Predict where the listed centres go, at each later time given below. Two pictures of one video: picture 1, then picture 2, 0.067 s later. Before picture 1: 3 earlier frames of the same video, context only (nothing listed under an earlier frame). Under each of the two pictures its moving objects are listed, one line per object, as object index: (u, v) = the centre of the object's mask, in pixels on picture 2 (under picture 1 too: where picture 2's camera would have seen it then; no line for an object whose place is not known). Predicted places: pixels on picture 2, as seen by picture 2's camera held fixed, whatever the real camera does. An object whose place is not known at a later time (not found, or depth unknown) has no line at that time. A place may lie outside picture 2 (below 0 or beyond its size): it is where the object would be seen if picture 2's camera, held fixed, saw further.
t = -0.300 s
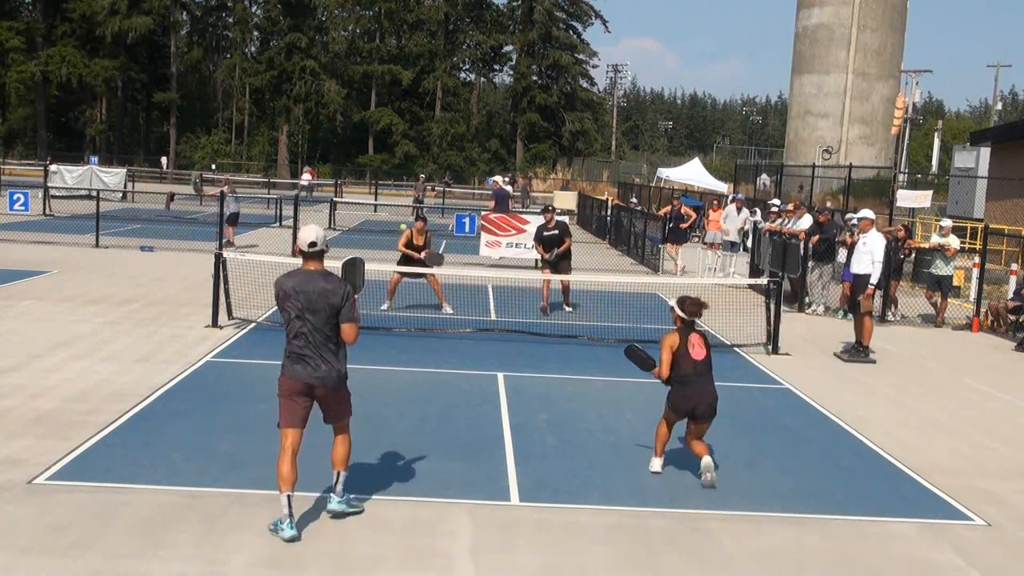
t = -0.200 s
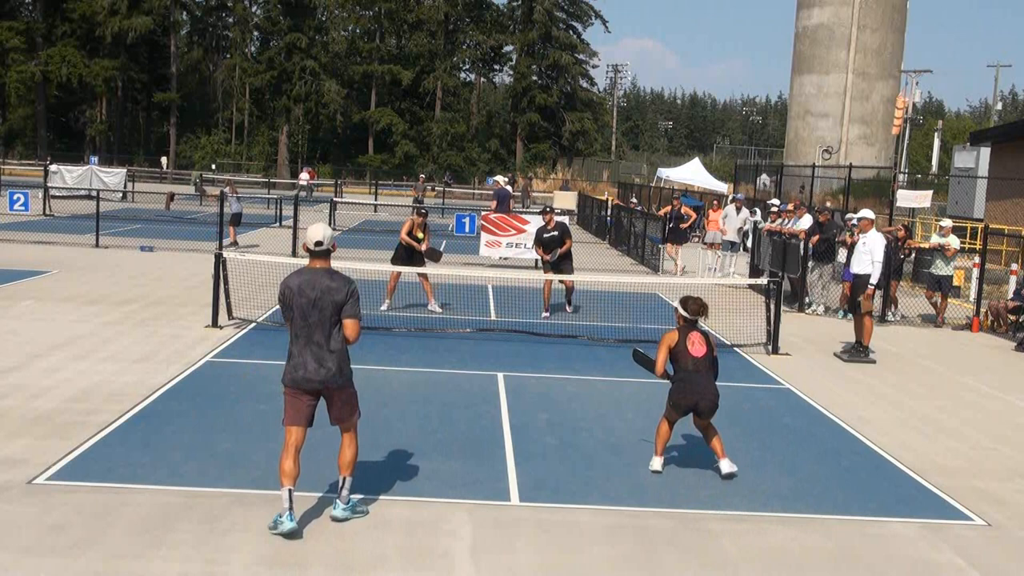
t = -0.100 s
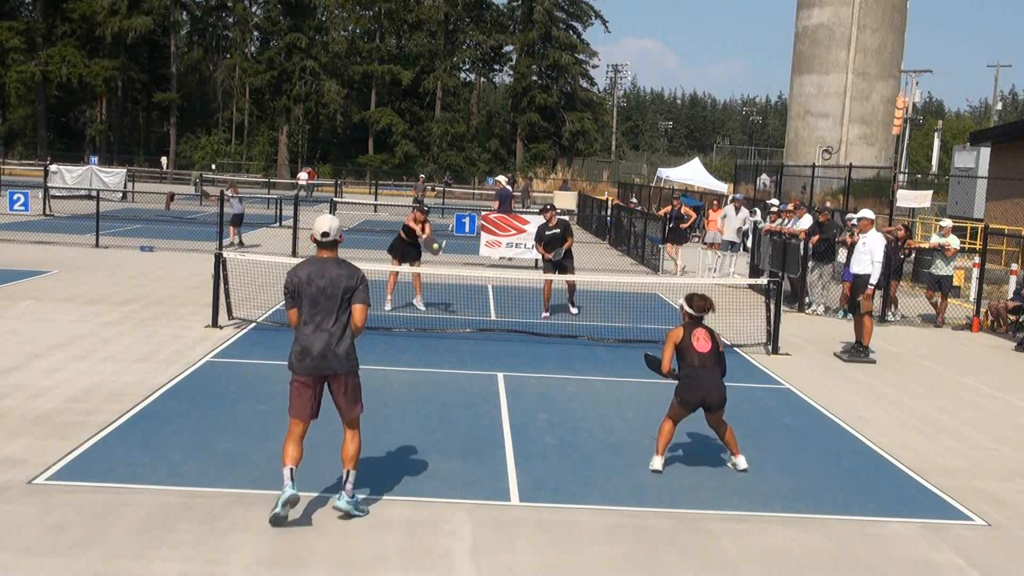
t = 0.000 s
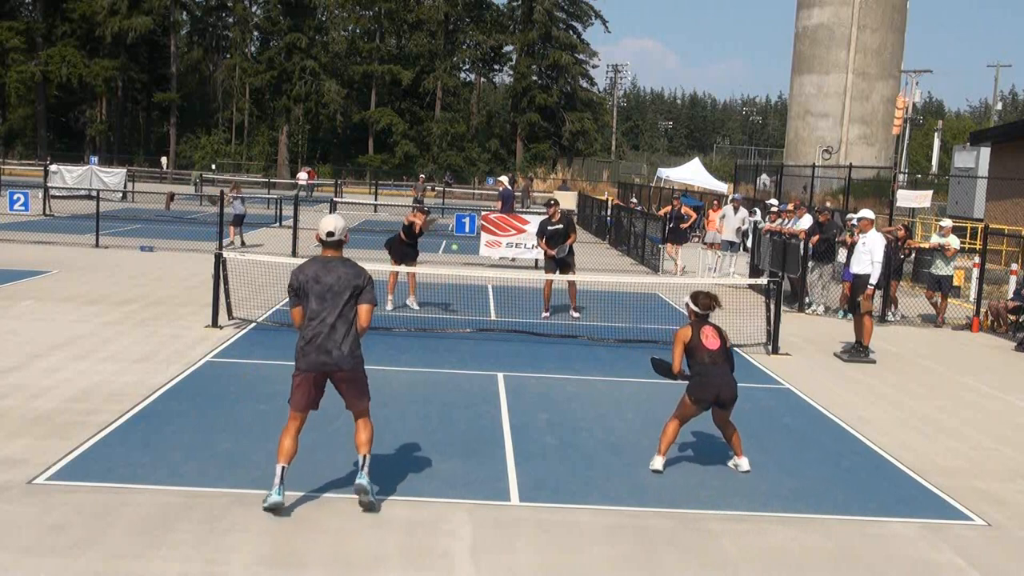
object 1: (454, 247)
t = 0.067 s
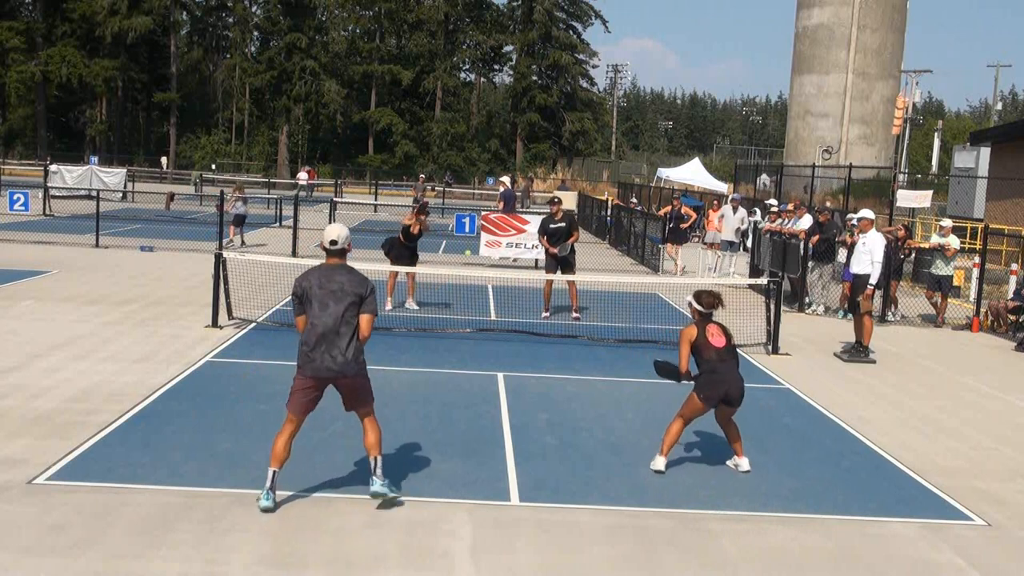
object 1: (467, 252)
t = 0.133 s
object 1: (482, 263)
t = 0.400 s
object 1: (550, 354)
